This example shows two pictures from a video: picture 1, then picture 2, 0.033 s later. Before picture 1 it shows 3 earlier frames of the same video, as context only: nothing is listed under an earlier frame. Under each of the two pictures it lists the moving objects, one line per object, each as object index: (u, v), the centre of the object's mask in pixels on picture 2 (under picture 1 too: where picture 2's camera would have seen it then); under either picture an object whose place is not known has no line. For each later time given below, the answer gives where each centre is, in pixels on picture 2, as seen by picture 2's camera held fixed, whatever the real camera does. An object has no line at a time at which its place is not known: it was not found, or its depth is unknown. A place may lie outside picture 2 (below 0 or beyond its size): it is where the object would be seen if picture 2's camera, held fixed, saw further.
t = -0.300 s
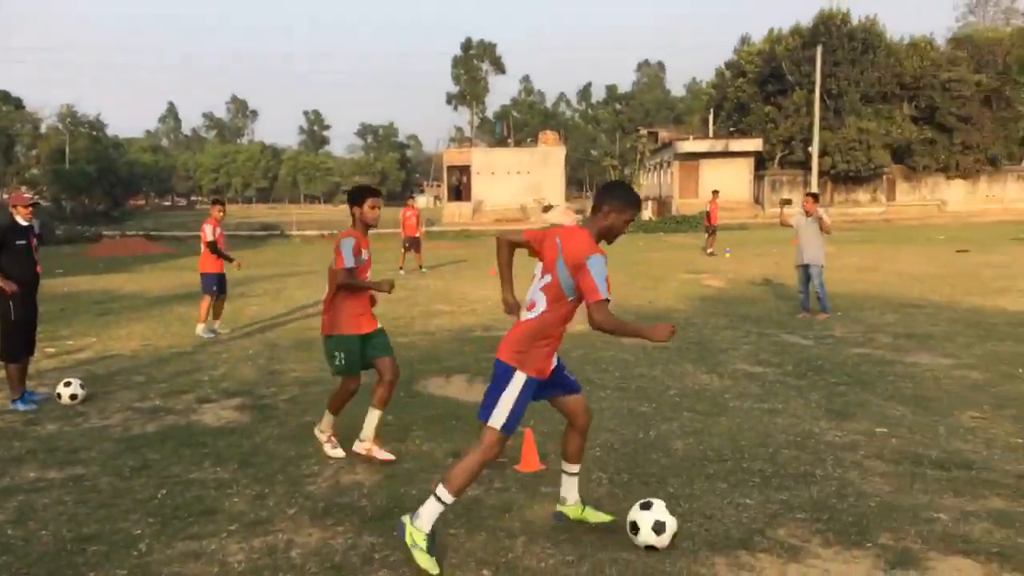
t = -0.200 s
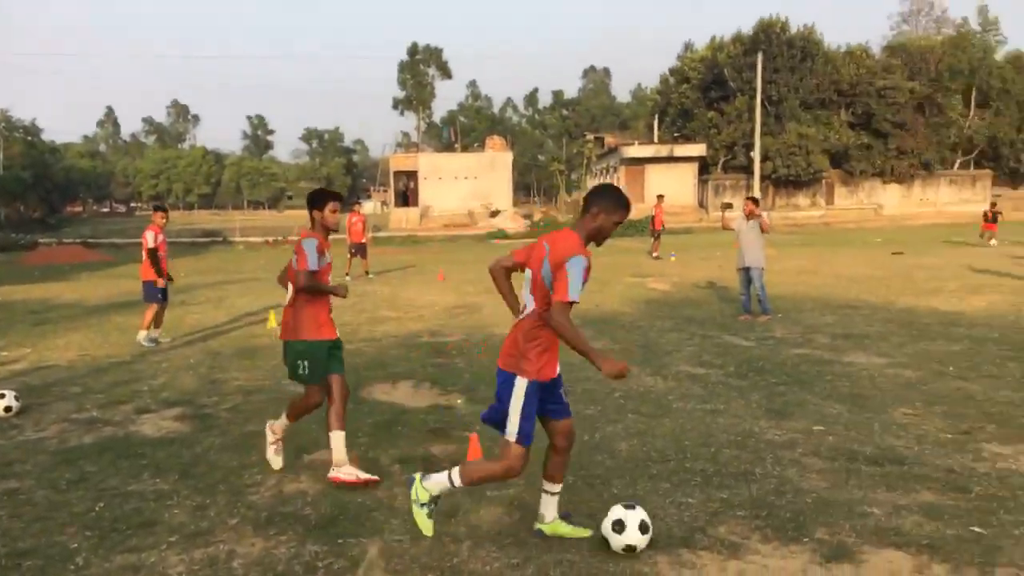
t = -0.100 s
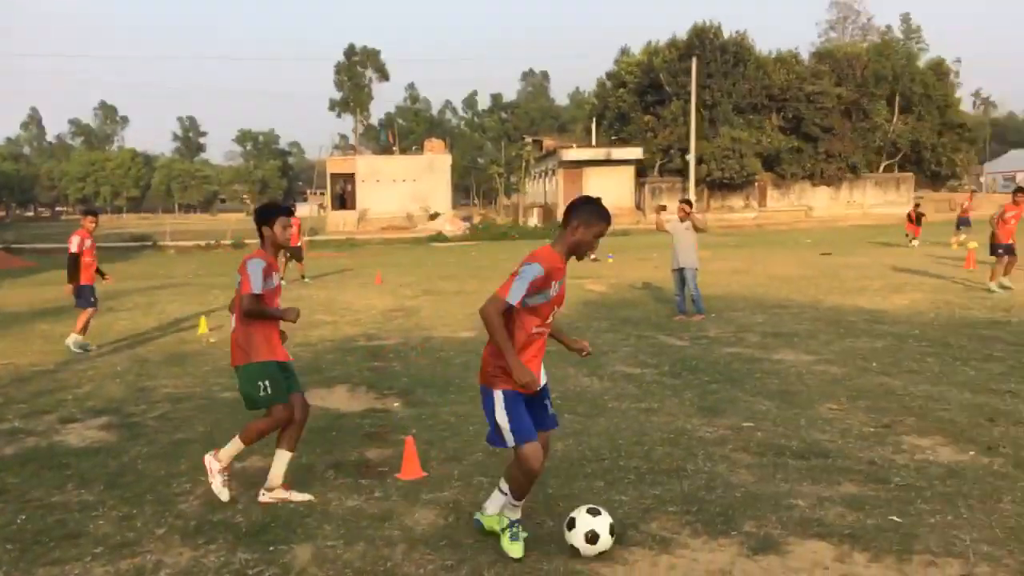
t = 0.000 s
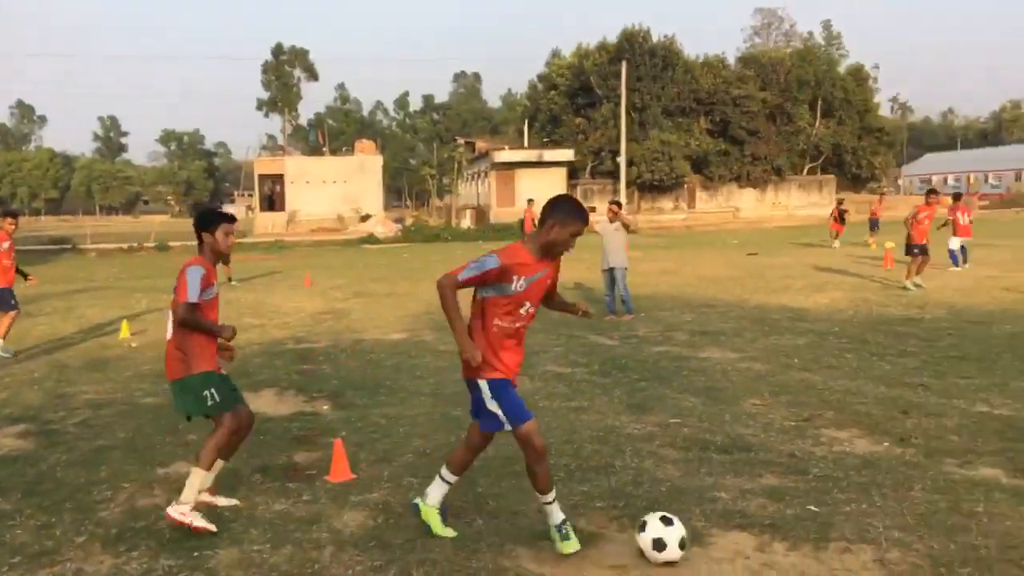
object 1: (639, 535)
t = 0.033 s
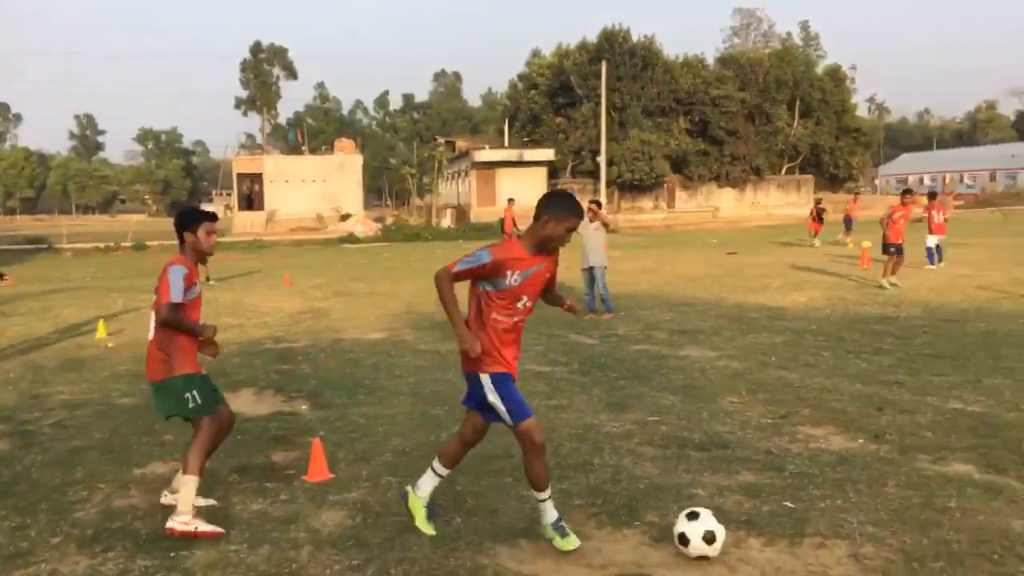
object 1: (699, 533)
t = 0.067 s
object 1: (759, 532)
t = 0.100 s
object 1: (818, 534)
